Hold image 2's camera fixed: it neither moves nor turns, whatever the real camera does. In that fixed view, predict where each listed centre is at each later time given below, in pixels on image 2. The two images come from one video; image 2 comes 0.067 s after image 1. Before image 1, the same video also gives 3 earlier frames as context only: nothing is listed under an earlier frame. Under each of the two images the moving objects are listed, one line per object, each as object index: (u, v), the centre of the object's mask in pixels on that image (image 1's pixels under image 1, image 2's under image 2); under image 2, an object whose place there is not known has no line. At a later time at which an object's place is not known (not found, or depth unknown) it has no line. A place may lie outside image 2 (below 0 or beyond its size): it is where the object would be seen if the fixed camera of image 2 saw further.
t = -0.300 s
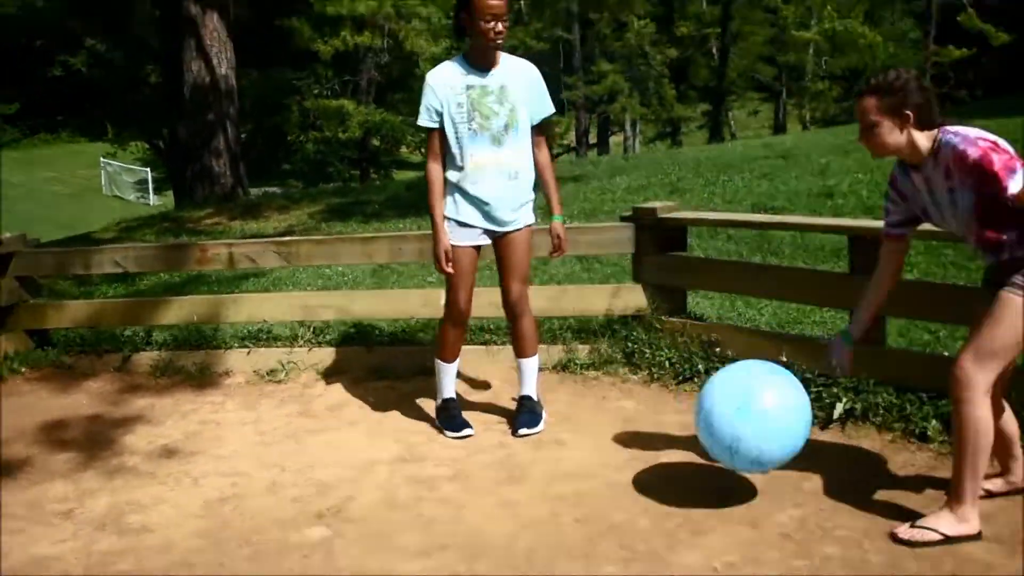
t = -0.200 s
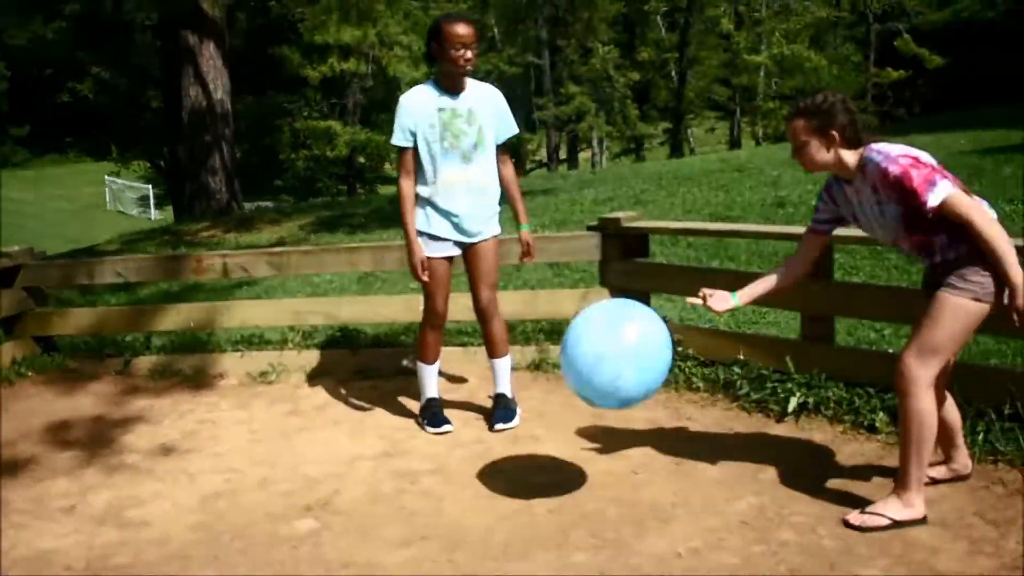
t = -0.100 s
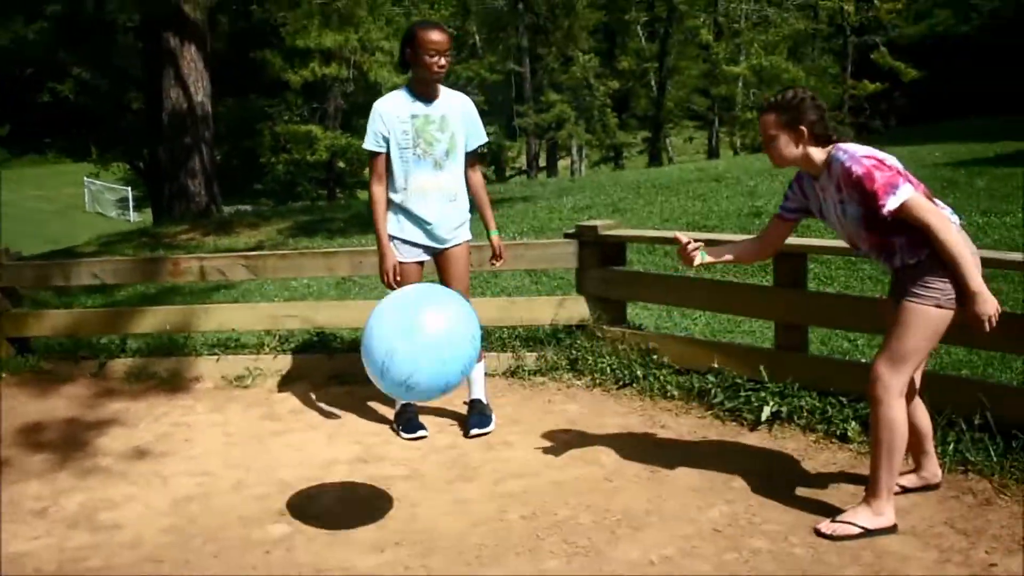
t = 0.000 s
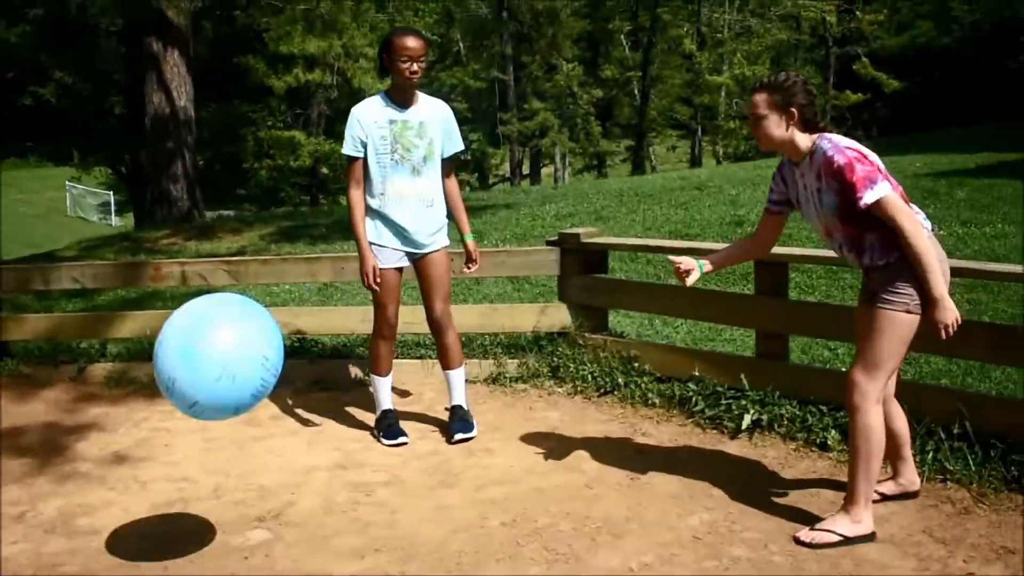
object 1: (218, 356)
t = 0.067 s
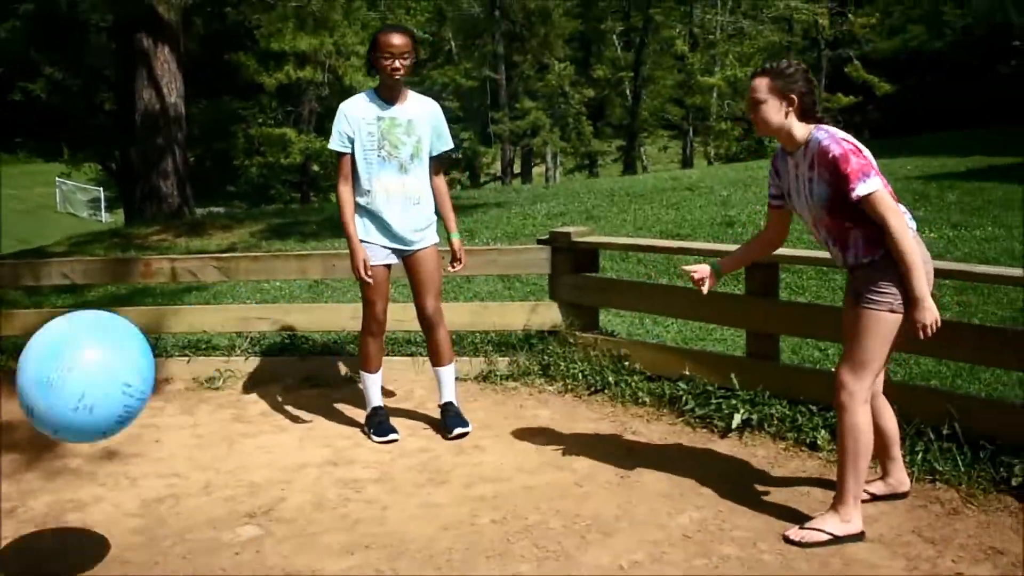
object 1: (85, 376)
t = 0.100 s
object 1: (42, 394)
